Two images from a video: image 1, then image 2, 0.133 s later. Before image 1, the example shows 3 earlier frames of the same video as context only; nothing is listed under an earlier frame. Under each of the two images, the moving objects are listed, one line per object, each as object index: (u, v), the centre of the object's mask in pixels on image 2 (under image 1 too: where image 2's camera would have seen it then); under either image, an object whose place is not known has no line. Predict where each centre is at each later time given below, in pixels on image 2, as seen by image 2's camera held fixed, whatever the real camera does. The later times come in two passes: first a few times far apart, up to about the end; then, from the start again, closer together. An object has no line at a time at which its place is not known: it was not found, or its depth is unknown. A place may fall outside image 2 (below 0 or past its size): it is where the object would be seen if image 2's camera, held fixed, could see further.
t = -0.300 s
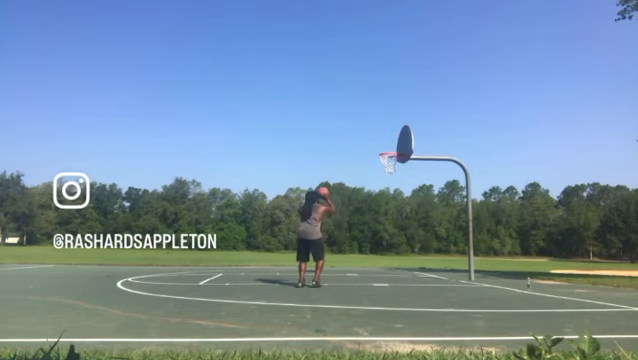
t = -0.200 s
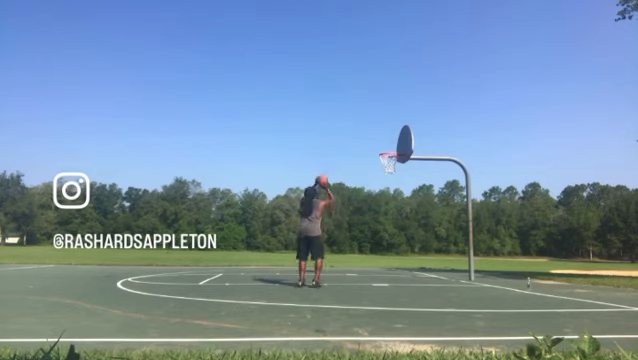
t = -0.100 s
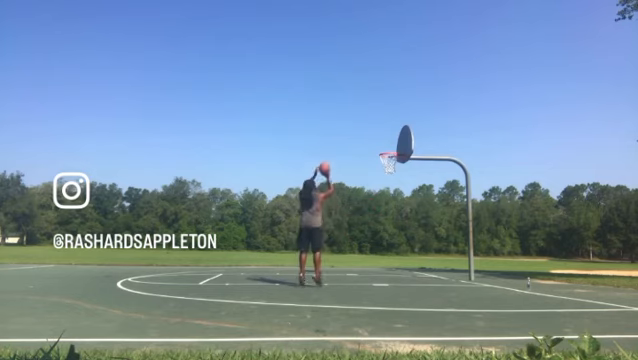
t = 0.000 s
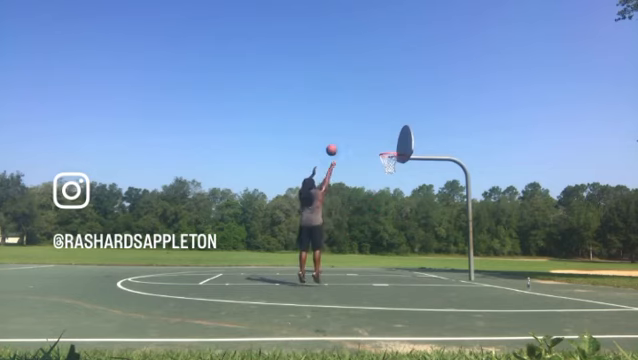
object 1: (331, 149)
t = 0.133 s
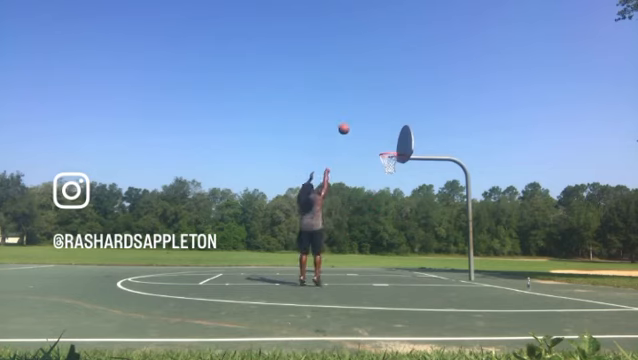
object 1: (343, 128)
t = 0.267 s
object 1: (354, 117)
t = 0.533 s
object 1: (373, 119)
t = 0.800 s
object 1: (389, 146)
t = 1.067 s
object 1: (391, 127)
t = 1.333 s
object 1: (392, 123)
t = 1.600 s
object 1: (393, 146)
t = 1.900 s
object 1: (390, 157)
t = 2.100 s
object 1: (385, 168)
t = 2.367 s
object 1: (385, 183)
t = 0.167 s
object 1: (346, 124)
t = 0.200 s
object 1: (349, 121)
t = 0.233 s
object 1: (352, 119)
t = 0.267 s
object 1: (354, 117)
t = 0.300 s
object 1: (357, 116)
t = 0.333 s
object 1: (359, 115)
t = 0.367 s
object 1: (362, 114)
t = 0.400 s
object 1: (364, 114)
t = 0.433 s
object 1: (366, 115)
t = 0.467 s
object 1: (368, 115)
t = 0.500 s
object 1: (371, 117)
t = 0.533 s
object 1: (373, 119)
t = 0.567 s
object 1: (375, 121)
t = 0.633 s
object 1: (379, 126)
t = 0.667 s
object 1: (380, 129)
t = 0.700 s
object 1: (383, 133)
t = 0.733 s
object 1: (385, 137)
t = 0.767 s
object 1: (387, 142)
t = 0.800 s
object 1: (389, 146)
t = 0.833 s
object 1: (391, 149)
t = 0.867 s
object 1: (391, 148)
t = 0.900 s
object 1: (391, 143)
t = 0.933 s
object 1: (391, 140)
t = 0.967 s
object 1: (391, 136)
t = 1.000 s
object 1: (391, 132)
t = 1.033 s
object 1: (391, 129)
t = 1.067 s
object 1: (391, 127)
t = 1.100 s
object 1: (392, 125)
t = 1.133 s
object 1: (392, 123)
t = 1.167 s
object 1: (392, 122)
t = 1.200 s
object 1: (392, 122)
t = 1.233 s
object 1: (392, 122)
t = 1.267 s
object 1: (392, 122)
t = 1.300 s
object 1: (392, 122)
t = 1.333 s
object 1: (392, 123)
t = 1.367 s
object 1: (392, 124)
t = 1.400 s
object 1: (392, 126)
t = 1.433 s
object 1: (392, 128)
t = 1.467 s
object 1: (392, 132)
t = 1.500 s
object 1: (392, 134)
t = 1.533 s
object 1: (393, 138)
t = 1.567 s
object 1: (392, 142)
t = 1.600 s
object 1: (393, 146)
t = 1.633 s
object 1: (392, 149)
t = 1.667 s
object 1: (391, 150)
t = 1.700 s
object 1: (387, 153)
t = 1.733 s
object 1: (386, 155)
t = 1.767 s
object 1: (387, 155)
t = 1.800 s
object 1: (388, 155)
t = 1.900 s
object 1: (390, 157)
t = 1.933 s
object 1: (389, 158)
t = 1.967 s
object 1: (388, 161)
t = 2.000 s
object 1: (387, 163)
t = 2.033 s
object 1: (386, 166)
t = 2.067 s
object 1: (386, 167)
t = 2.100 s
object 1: (385, 168)
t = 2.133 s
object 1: (385, 168)
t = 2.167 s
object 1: (385, 169)
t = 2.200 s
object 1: (385, 170)
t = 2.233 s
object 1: (385, 173)
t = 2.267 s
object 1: (385, 174)
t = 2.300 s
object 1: (385, 177)
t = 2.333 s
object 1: (385, 180)
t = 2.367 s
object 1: (385, 183)
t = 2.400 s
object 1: (385, 187)
